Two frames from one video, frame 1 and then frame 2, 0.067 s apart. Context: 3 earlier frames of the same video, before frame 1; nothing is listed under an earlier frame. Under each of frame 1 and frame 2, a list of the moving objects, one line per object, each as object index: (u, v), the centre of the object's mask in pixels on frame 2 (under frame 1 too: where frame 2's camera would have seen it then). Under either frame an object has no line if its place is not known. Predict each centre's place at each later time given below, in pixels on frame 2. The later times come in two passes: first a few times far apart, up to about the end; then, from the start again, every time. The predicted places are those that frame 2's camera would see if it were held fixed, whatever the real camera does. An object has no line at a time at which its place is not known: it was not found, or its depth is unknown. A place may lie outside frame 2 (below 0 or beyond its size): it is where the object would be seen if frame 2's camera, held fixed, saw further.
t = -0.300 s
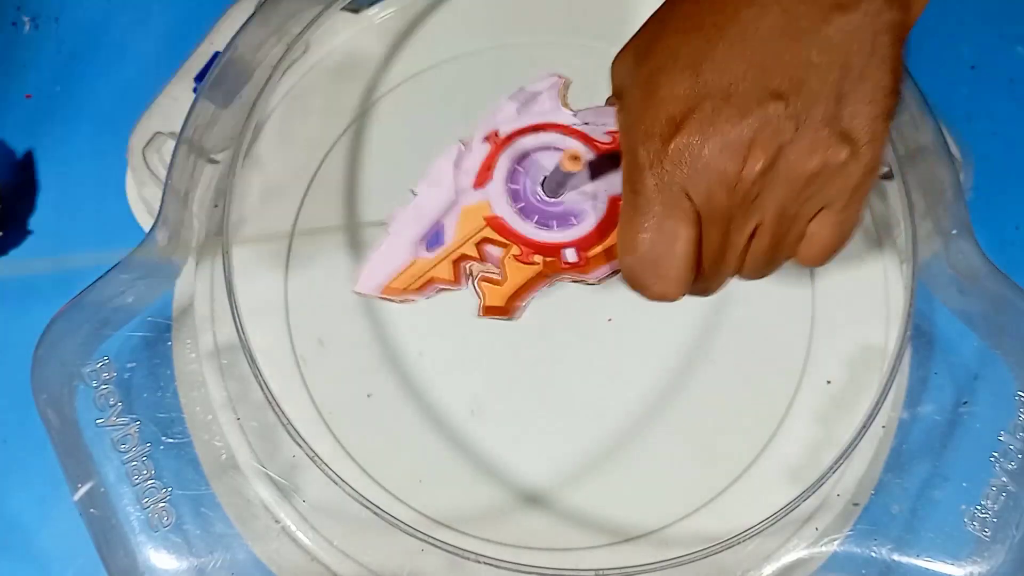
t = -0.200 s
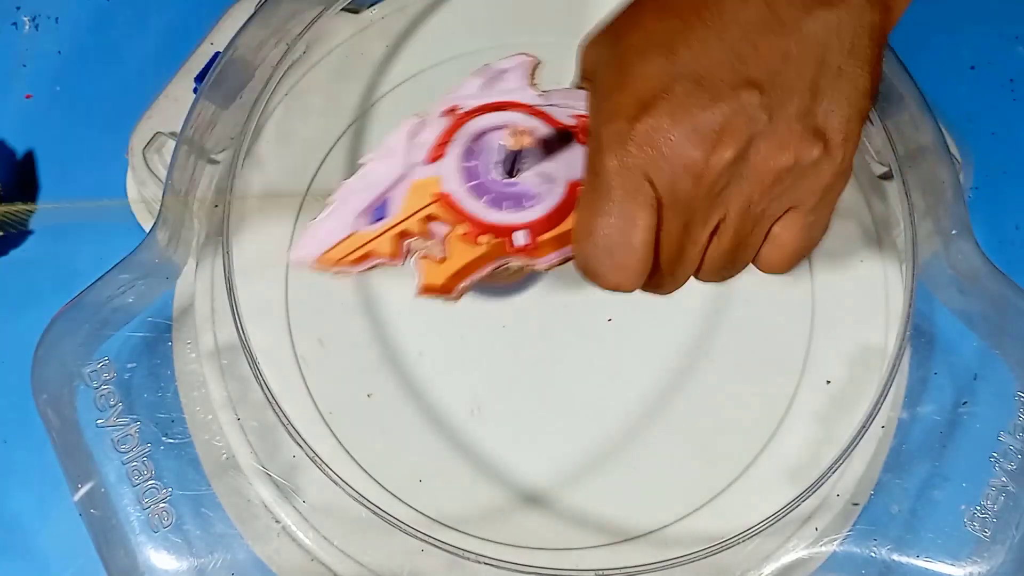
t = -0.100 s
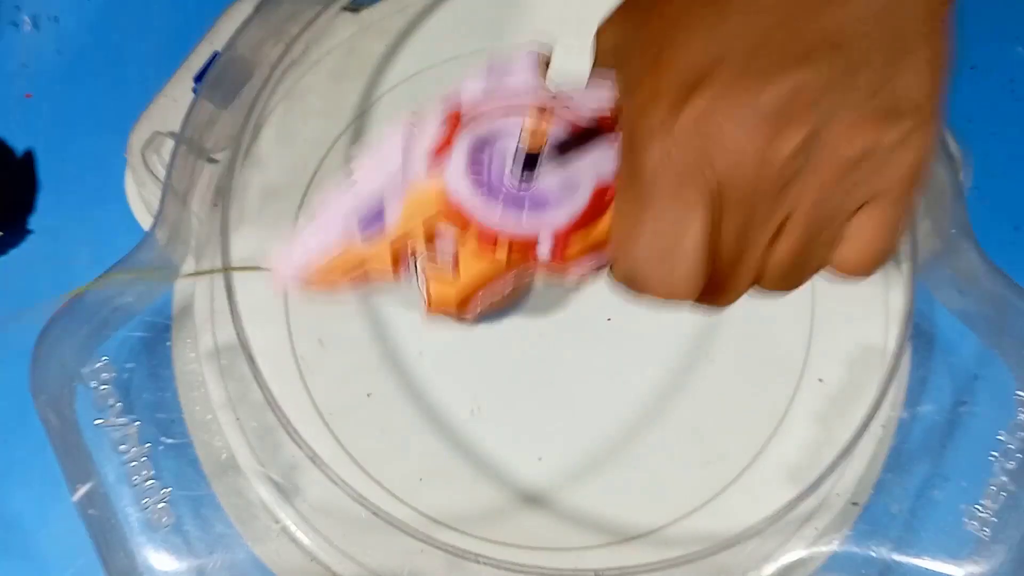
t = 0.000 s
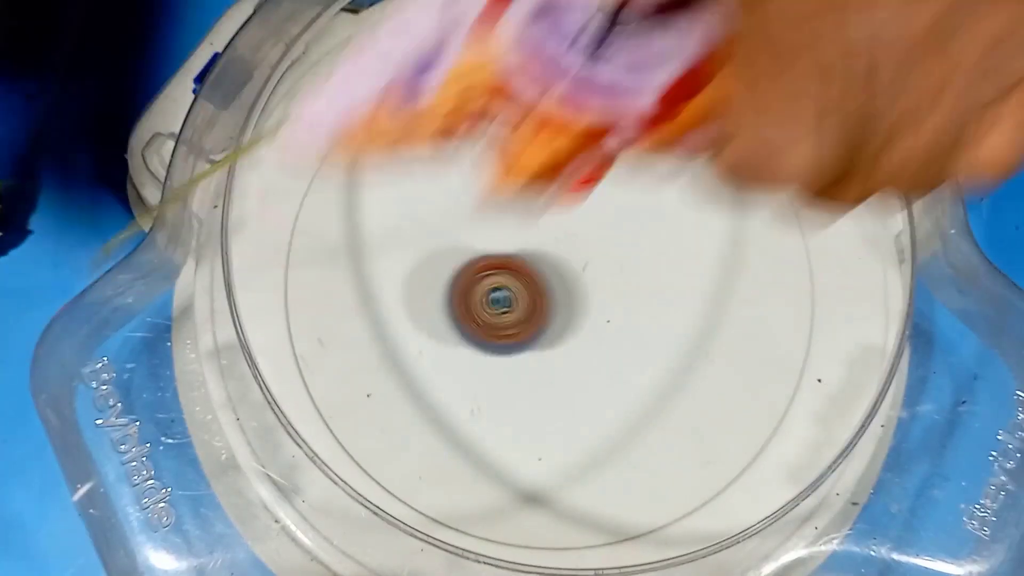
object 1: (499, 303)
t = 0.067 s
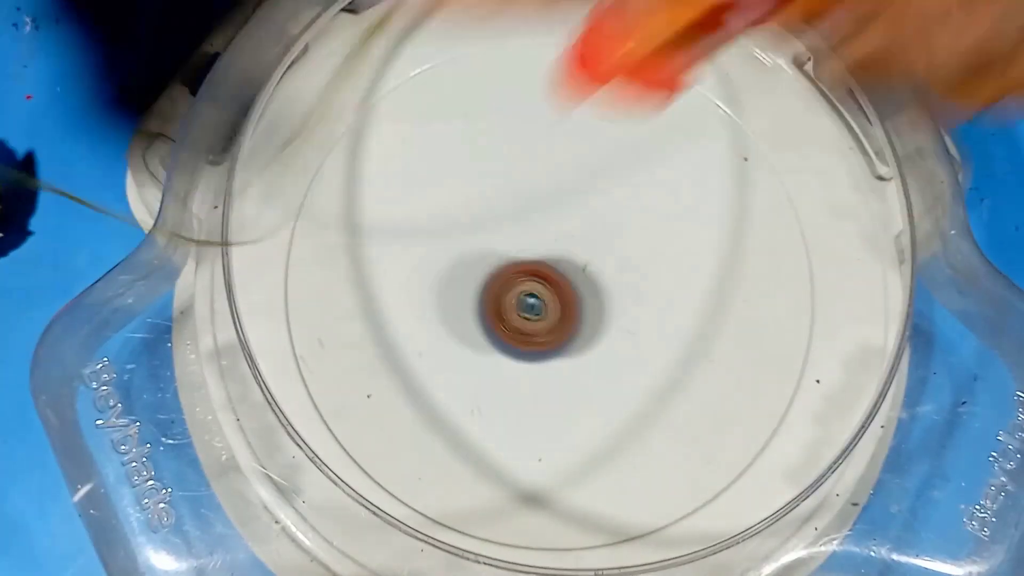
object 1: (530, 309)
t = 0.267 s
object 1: (578, 290)
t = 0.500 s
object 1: (539, 144)
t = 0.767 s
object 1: (435, 279)
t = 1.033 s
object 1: (724, 288)
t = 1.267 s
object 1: (674, 119)
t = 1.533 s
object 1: (481, 251)
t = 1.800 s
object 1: (696, 405)
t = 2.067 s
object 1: (745, 226)
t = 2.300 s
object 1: (598, 233)
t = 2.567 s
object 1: (560, 407)
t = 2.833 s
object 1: (667, 338)
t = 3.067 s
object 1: (537, 274)
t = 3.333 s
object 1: (508, 344)
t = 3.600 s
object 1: (552, 305)
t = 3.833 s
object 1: (544, 255)
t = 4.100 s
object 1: (534, 242)
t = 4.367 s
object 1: (553, 242)
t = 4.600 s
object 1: (581, 243)
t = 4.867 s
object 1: (603, 248)
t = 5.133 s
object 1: (615, 265)
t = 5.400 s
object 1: (615, 288)
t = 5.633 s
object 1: (606, 305)
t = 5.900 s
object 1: (588, 313)
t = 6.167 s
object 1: (557, 308)
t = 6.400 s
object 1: (541, 297)
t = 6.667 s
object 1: (537, 274)
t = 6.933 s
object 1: (544, 251)
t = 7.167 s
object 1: (558, 243)
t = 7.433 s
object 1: (584, 244)
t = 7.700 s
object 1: (606, 257)
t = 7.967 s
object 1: (611, 274)
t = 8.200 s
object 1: (605, 291)
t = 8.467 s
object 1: (589, 306)
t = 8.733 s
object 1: (568, 310)
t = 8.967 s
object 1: (555, 297)
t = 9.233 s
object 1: (544, 276)
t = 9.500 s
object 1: (545, 259)
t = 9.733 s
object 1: (559, 253)
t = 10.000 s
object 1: (581, 255)
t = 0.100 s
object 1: (541, 313)
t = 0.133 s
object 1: (551, 317)
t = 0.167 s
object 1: (559, 319)
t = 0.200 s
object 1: (566, 315)
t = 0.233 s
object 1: (572, 305)
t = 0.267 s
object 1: (578, 290)
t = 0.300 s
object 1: (584, 272)
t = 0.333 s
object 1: (587, 253)
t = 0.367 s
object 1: (587, 232)
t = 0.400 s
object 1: (584, 207)
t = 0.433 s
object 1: (574, 184)
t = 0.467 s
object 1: (559, 162)
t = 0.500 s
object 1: (539, 144)
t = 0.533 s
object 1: (514, 130)
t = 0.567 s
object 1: (485, 126)
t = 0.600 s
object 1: (458, 132)
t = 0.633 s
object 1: (433, 148)
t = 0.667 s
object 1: (415, 176)
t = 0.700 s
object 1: (410, 209)
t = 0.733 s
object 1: (416, 244)
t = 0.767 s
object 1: (435, 279)
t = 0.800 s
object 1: (465, 307)
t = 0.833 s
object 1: (505, 328)
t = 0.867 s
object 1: (549, 340)
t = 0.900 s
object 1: (595, 343)
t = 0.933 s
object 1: (638, 338)
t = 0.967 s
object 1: (672, 326)
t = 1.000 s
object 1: (704, 309)
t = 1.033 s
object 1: (724, 288)
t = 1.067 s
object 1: (737, 263)
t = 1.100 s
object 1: (741, 239)
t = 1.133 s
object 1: (737, 214)
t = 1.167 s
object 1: (728, 191)
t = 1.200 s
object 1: (714, 168)
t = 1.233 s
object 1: (697, 144)
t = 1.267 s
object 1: (674, 119)
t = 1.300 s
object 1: (649, 102)
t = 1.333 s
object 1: (617, 91)
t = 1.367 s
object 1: (582, 92)
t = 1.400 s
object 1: (546, 106)
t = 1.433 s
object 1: (516, 130)
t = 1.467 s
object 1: (492, 166)
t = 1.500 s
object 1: (482, 205)
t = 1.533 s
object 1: (481, 251)
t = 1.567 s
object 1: (492, 298)
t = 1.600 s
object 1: (515, 341)
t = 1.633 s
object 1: (547, 381)
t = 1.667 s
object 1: (582, 407)
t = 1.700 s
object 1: (612, 422)
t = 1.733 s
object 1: (640, 427)
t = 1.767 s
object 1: (670, 420)
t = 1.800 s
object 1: (696, 405)
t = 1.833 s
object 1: (715, 388)
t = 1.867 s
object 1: (732, 368)
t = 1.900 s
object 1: (745, 346)
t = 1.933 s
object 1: (755, 321)
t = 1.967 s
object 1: (763, 293)
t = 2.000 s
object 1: (763, 266)
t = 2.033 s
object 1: (756, 244)
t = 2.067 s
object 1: (745, 226)
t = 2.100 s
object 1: (728, 214)
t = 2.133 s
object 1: (708, 208)
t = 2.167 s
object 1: (686, 208)
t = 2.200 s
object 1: (664, 211)
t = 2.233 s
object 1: (641, 216)
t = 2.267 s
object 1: (618, 223)
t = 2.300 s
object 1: (598, 233)
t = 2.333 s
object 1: (582, 245)
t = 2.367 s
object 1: (565, 262)
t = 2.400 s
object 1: (549, 283)
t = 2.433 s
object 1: (540, 307)
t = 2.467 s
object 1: (535, 335)
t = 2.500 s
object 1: (537, 361)
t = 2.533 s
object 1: (545, 386)
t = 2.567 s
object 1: (560, 407)
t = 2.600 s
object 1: (581, 423)
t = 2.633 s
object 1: (607, 431)
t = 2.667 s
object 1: (630, 429)
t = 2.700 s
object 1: (653, 419)
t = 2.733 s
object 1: (667, 402)
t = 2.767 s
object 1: (675, 381)
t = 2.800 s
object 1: (674, 359)
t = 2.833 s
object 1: (667, 338)
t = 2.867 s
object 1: (654, 319)
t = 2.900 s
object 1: (638, 305)
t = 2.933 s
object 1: (620, 291)
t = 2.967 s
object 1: (600, 280)
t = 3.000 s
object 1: (580, 275)
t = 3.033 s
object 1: (559, 273)
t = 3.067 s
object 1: (537, 274)
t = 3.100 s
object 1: (518, 280)
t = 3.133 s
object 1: (502, 289)
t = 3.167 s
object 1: (490, 301)
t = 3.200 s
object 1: (485, 314)
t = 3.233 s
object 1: (485, 326)
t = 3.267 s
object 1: (491, 336)
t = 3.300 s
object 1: (499, 342)
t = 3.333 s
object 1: (508, 344)
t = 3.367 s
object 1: (516, 345)
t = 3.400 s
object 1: (524, 343)
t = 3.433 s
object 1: (532, 339)
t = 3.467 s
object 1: (539, 334)
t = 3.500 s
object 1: (544, 328)
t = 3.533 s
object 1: (548, 321)
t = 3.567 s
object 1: (551, 313)
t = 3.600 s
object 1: (552, 305)
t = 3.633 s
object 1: (553, 296)
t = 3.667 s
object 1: (553, 288)
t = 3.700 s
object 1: (552, 280)
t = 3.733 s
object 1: (551, 273)
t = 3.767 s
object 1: (549, 266)
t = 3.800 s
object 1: (547, 260)
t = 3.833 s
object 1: (544, 255)
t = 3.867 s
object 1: (542, 251)
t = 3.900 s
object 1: (540, 247)
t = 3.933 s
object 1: (538, 245)
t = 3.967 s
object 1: (537, 243)
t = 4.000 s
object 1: (535, 242)
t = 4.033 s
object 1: (534, 242)
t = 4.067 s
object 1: (533, 242)
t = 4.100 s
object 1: (534, 242)
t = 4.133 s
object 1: (534, 242)
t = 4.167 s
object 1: (536, 242)
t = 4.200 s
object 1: (538, 242)
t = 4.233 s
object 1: (540, 242)
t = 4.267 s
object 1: (543, 242)
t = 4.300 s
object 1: (546, 242)
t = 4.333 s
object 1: (549, 242)
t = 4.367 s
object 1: (553, 242)
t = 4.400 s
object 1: (557, 242)
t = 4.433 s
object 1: (561, 242)
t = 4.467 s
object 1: (565, 242)
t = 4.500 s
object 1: (569, 242)
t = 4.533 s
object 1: (573, 242)
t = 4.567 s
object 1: (577, 242)
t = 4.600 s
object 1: (581, 243)
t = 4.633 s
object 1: (585, 243)
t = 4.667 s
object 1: (588, 244)
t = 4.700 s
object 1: (592, 244)
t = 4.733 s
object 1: (595, 245)
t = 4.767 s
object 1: (598, 246)
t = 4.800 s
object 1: (600, 247)
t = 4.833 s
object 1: (602, 248)
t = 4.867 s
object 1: (603, 248)
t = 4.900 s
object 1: (605, 250)
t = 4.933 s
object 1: (606, 251)
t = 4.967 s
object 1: (608, 253)
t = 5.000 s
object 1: (610, 253)
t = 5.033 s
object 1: (611, 256)
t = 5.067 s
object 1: (613, 259)
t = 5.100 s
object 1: (614, 262)
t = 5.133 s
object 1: (615, 265)
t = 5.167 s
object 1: (616, 268)
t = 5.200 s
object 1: (616, 271)
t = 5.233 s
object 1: (617, 274)
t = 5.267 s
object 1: (617, 276)
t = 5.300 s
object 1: (616, 278)
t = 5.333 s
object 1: (616, 281)
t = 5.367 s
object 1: (616, 285)
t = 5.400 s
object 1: (615, 288)
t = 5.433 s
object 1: (614, 291)
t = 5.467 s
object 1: (614, 294)
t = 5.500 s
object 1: (613, 296)
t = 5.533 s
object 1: (611, 298)
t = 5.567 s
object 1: (610, 301)
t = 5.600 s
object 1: (608, 303)
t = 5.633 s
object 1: (606, 305)
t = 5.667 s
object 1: (605, 307)
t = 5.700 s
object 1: (603, 309)
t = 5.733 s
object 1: (600, 309)
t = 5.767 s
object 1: (598, 312)
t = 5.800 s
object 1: (596, 313)
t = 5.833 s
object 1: (593, 312)
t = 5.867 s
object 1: (591, 313)
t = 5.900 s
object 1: (588, 313)
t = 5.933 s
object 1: (585, 313)
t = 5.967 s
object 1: (581, 313)
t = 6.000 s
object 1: (577, 312)
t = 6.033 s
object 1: (573, 311)
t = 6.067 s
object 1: (569, 311)
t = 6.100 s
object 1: (565, 310)
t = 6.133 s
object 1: (561, 309)
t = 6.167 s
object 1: (557, 308)
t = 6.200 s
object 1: (554, 307)
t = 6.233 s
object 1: (551, 307)
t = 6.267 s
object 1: (548, 304)
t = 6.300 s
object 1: (546, 302)
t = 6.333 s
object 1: (543, 301)
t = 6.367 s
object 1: (542, 299)
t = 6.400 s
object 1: (541, 297)
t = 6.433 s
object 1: (539, 295)
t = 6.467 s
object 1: (538, 292)
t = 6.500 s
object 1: (537, 289)
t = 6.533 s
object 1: (537, 287)
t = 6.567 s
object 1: (537, 284)
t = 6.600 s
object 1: (537, 281)
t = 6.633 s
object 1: (537, 277)
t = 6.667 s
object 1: (537, 274)
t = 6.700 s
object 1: (537, 271)
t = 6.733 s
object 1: (537, 268)
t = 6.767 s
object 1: (538, 265)
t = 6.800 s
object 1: (539, 261)
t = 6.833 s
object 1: (540, 259)
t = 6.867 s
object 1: (541, 256)
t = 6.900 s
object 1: (543, 254)
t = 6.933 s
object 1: (544, 251)
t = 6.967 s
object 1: (546, 250)
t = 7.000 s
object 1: (547, 247)
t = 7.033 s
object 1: (549, 246)
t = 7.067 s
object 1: (551, 245)
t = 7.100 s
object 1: (553, 244)
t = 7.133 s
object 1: (556, 243)
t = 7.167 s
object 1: (558, 243)
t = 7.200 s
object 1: (561, 243)
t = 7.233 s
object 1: (564, 243)
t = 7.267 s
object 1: (568, 242)
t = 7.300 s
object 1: (571, 243)
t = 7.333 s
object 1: (574, 242)
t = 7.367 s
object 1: (578, 243)
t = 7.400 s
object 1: (581, 243)
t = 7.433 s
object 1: (584, 244)
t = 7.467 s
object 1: (587, 244)
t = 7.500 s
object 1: (590, 245)
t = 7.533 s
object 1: (594, 247)
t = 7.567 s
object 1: (597, 250)
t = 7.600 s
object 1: (600, 252)
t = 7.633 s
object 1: (603, 254)
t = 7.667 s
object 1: (604, 256)
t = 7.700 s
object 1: (606, 257)
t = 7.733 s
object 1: (608, 259)
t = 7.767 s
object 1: (609, 261)
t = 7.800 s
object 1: (610, 264)
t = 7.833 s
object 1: (610, 265)
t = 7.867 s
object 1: (611, 268)
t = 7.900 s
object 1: (611, 269)
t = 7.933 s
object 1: (611, 271)
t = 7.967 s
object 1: (611, 274)
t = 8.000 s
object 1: (610, 276)
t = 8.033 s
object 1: (610, 278)
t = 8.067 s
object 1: (609, 280)
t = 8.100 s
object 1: (608, 283)
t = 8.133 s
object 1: (607, 286)
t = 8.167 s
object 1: (606, 287)
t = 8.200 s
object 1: (605, 291)
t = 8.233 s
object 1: (603, 293)
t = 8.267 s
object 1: (601, 296)
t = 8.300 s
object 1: (599, 297)
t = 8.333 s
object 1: (597, 299)
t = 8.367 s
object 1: (595, 302)
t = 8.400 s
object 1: (593, 303)
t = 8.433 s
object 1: (591, 305)
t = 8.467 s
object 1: (589, 306)
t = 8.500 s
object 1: (586, 307)
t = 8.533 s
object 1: (584, 309)
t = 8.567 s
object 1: (582, 310)
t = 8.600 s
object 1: (580, 310)
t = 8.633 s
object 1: (575, 310)
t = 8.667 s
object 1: (573, 310)
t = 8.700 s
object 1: (570, 310)
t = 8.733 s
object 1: (568, 310)
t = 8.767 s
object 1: (567, 308)
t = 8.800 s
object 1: (564, 308)
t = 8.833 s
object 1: (562, 305)
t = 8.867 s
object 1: (561, 304)
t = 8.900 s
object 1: (559, 303)
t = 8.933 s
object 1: (557, 301)
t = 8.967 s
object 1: (555, 297)
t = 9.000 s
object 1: (554, 296)
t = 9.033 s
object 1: (552, 293)
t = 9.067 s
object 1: (551, 290)
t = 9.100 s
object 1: (549, 287)
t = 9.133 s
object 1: (548, 283)
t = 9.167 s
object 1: (547, 281)
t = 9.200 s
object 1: (546, 278)
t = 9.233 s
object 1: (544, 276)
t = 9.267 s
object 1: (543, 272)
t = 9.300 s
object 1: (543, 270)
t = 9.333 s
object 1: (543, 268)
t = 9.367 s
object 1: (542, 266)
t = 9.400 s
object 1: (543, 264)
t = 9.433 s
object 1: (543, 262)
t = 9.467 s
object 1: (544, 261)
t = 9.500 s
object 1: (545, 259)
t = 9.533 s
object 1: (546, 258)
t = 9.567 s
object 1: (548, 257)
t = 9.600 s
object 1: (549, 256)
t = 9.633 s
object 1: (551, 256)
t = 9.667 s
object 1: (553, 255)
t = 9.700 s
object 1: (556, 254)
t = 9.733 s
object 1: (559, 253)
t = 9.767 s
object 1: (562, 253)
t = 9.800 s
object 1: (565, 253)
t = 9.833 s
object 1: (567, 253)
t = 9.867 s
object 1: (570, 253)
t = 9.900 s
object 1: (573, 253)
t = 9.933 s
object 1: (576, 253)
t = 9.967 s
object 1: (579, 254)
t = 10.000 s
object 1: (581, 255)
